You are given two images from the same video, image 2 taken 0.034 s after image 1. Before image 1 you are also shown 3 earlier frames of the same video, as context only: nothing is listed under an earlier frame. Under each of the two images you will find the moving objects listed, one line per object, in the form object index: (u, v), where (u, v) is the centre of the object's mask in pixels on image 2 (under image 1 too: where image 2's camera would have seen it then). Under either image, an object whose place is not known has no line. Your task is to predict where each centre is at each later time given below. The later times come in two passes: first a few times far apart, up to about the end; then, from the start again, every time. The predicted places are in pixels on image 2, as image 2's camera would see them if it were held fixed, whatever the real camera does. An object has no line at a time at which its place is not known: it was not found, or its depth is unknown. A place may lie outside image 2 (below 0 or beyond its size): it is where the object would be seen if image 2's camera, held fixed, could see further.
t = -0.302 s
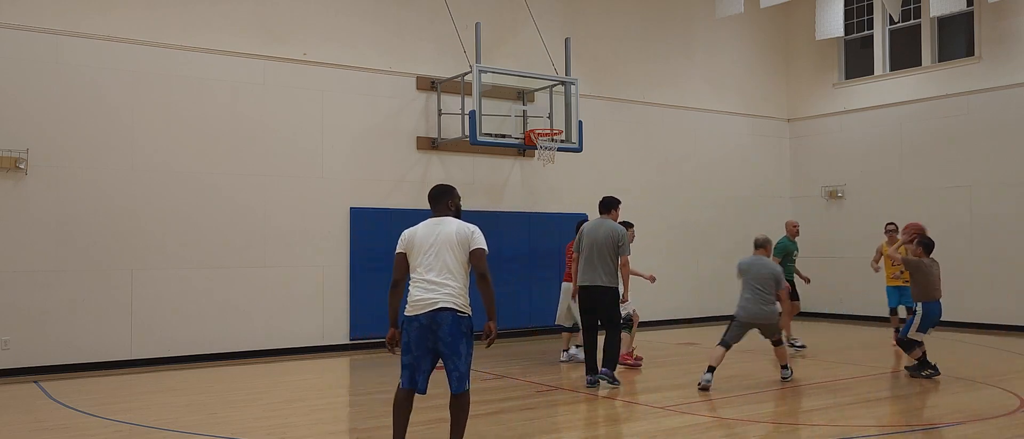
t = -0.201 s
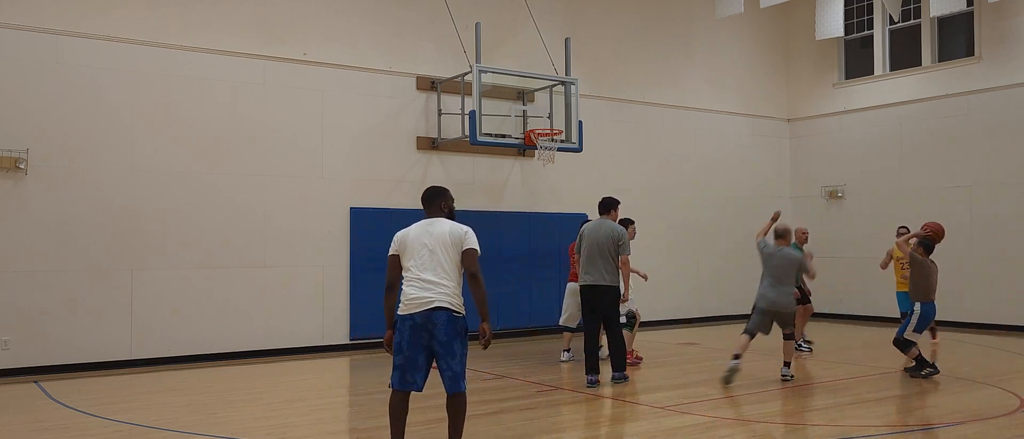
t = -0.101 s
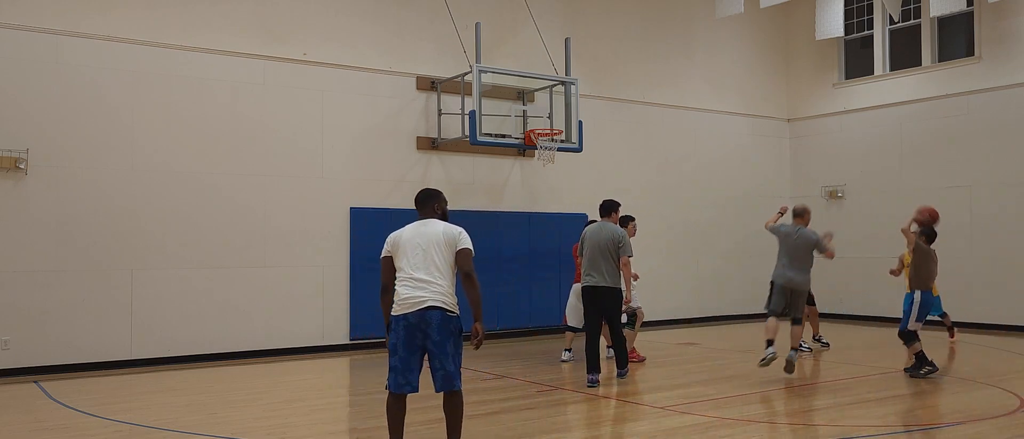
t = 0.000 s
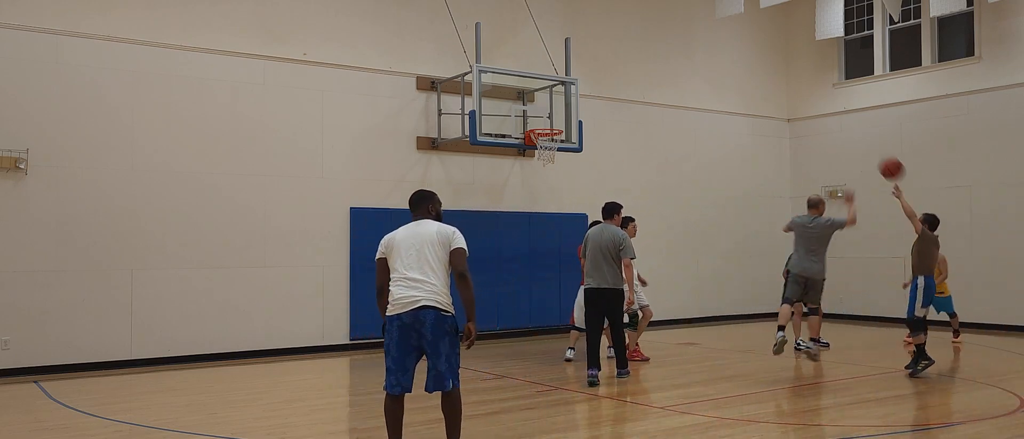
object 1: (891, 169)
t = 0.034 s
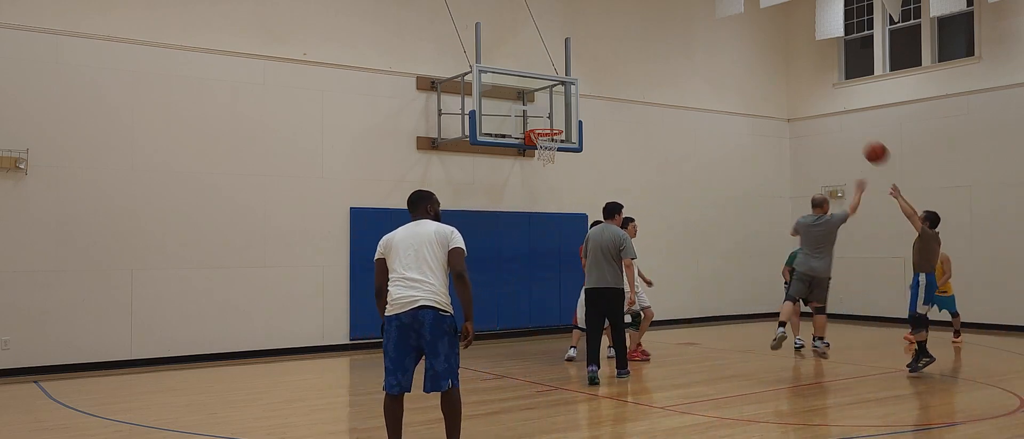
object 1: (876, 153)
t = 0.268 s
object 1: (778, 77)
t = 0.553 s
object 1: (678, 53)
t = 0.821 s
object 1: (598, 86)
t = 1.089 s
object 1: (553, 107)
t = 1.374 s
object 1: (541, 111)
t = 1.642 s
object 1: (534, 108)
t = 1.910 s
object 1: (537, 121)
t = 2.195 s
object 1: (552, 170)
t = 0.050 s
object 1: (868, 145)
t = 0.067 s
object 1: (861, 138)
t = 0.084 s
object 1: (853, 131)
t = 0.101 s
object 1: (846, 125)
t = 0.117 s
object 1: (839, 119)
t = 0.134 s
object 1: (832, 113)
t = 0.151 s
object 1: (824, 108)
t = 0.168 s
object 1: (817, 102)
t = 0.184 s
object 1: (811, 98)
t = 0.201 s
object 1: (804, 93)
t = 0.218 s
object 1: (797, 89)
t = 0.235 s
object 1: (791, 85)
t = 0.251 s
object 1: (784, 81)
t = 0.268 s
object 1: (778, 77)
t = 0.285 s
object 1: (772, 74)
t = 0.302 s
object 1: (765, 71)
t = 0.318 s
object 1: (759, 68)
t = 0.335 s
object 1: (753, 65)
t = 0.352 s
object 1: (747, 63)
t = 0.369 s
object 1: (741, 61)
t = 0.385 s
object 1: (735, 59)
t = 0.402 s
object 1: (729, 57)
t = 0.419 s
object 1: (723, 56)
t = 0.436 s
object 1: (717, 55)
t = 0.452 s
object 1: (711, 54)
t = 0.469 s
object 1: (706, 53)
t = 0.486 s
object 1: (700, 53)
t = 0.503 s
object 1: (694, 53)
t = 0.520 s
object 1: (689, 52)
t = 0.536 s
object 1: (684, 53)
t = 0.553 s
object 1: (678, 53)
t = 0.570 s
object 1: (672, 54)
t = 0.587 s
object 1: (667, 55)
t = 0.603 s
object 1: (662, 56)
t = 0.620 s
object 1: (657, 57)
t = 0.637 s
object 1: (651, 58)
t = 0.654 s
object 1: (646, 60)
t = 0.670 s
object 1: (641, 62)
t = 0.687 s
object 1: (636, 64)
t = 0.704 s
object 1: (631, 66)
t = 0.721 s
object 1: (626, 69)
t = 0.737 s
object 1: (621, 71)
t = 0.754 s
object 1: (616, 74)
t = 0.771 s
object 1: (612, 77)
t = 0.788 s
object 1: (607, 80)
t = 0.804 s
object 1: (602, 83)
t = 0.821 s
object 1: (598, 86)
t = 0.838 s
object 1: (593, 90)
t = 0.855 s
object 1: (588, 94)
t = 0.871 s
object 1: (584, 97)
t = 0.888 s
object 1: (580, 101)
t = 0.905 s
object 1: (575, 106)
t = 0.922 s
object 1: (570, 110)
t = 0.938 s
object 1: (565, 115)
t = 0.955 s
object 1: (561, 119)
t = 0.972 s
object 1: (558, 122)
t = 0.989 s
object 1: (558, 119)
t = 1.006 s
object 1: (557, 117)
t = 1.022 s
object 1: (556, 115)
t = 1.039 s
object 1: (555, 112)
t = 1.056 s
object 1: (555, 111)
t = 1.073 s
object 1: (554, 109)
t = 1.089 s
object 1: (553, 107)
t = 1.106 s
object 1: (552, 106)
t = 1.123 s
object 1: (552, 105)
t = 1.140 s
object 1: (551, 104)
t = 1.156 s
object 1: (550, 103)
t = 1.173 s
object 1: (550, 103)
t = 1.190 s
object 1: (549, 103)
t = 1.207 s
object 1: (548, 103)
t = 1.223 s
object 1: (547, 102)
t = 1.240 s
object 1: (547, 103)
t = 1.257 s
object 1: (546, 103)
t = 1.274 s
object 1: (545, 104)
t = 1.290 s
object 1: (545, 104)
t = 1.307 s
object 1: (544, 105)
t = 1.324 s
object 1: (543, 106)
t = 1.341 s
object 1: (542, 108)
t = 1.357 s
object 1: (542, 109)
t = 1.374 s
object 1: (541, 111)
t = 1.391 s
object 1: (541, 113)
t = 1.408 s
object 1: (540, 115)
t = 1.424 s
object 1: (539, 117)
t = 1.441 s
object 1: (539, 120)
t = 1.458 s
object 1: (538, 122)
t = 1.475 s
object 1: (537, 122)
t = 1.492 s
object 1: (537, 121)
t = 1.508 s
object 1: (536, 119)
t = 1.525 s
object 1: (535, 117)
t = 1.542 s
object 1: (534, 115)
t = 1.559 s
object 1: (534, 113)
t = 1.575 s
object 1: (534, 112)
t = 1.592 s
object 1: (534, 111)
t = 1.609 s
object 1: (534, 109)
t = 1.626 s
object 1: (534, 109)
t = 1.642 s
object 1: (534, 108)
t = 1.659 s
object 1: (535, 107)
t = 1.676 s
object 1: (535, 107)
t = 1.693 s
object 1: (535, 107)
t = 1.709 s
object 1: (535, 107)
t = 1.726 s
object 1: (535, 107)
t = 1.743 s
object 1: (535, 107)
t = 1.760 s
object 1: (536, 108)
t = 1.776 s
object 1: (536, 108)
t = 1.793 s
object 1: (536, 109)
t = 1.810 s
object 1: (536, 111)
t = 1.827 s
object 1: (536, 112)
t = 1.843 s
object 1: (537, 114)
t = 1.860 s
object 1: (537, 115)
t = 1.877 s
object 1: (537, 117)
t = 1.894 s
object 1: (537, 119)
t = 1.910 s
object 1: (537, 121)
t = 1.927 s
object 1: (538, 123)
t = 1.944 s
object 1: (538, 124)
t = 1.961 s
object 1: (538, 126)
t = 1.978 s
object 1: (540, 130)
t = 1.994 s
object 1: (541, 132)
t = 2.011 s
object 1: (543, 136)
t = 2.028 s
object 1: (544, 137)
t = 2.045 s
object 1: (544, 138)
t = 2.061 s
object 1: (545, 142)
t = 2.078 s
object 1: (546, 147)
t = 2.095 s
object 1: (547, 150)
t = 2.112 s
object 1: (547, 154)
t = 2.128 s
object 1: (548, 158)
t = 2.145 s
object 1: (549, 161)
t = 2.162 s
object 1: (550, 163)
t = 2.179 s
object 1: (551, 166)
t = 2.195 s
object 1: (552, 170)
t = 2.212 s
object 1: (552, 174)
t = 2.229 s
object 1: (553, 178)
